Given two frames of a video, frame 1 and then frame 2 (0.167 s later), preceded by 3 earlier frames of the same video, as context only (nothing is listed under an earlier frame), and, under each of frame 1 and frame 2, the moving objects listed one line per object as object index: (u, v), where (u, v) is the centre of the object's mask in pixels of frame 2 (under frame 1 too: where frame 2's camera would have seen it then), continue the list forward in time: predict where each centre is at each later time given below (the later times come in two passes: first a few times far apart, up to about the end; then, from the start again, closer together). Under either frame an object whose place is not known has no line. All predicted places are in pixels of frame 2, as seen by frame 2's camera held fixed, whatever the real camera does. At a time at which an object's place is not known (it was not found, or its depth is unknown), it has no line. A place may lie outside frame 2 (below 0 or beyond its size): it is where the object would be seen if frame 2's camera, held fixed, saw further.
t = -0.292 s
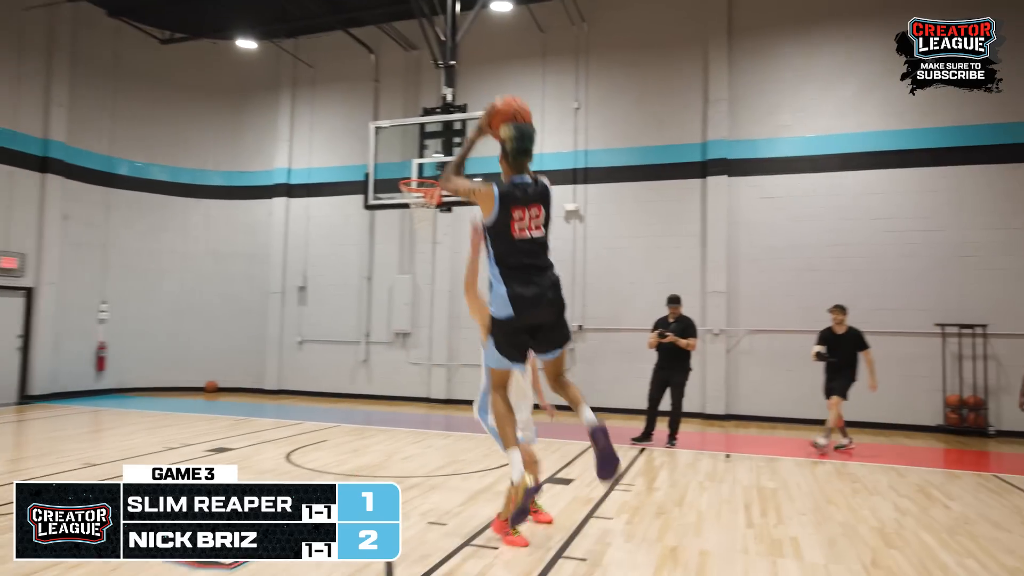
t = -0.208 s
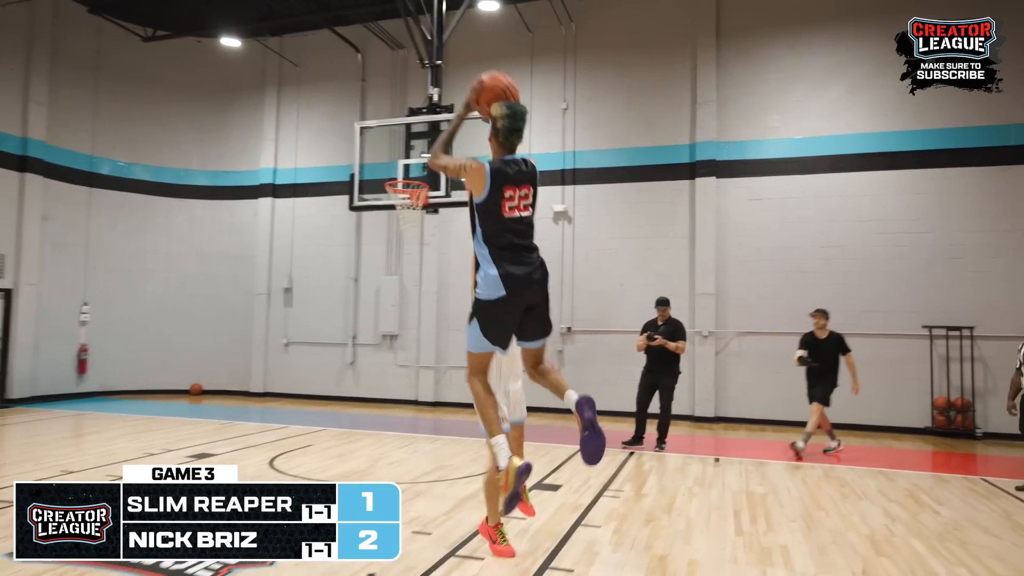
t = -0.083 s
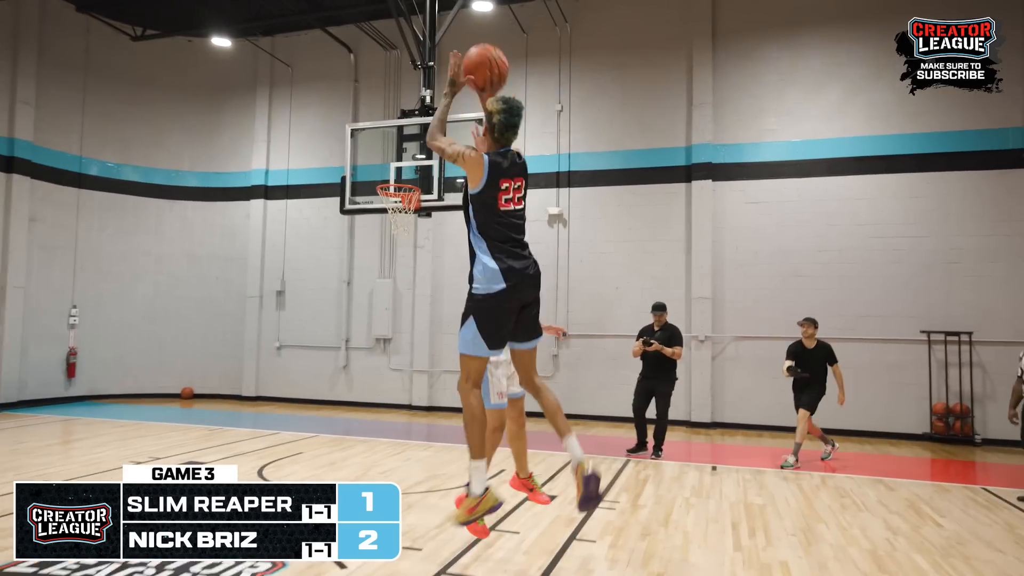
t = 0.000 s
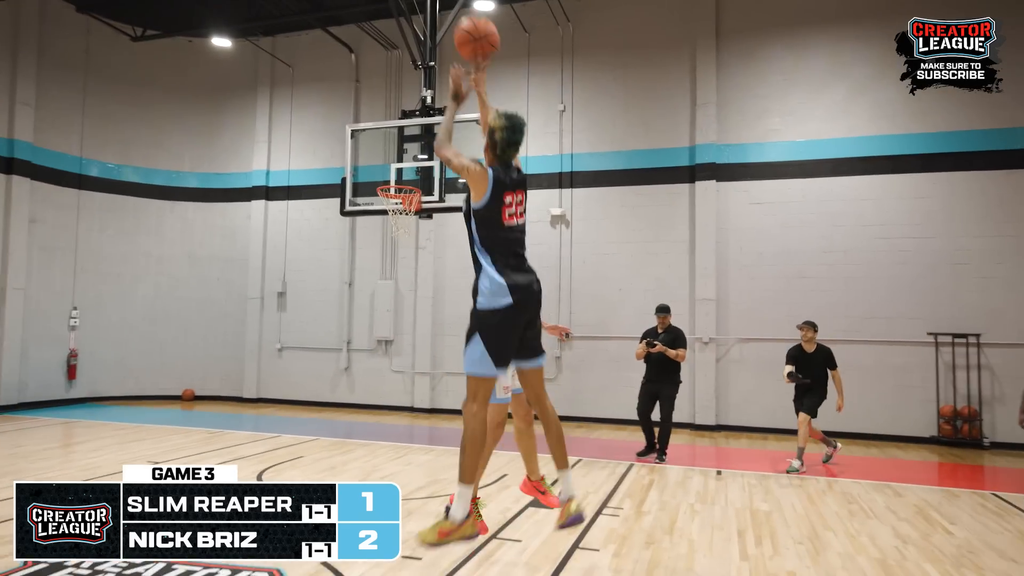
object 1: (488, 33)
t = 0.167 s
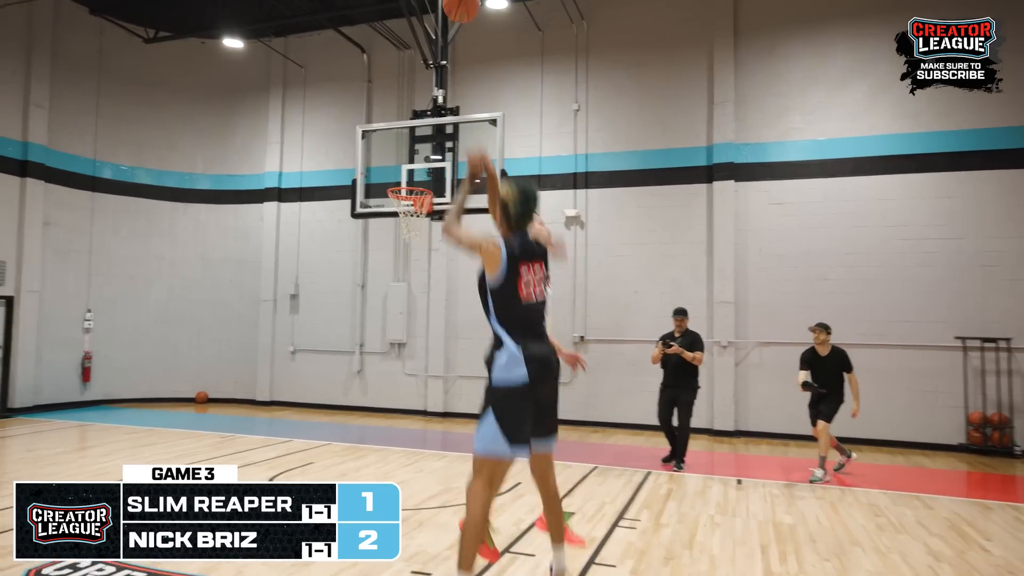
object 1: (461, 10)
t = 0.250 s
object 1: (451, 10)
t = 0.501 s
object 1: (430, 51)
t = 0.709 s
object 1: (417, 121)
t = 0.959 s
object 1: (387, 170)
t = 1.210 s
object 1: (328, 152)
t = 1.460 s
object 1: (266, 189)
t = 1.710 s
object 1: (200, 282)
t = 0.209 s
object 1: (456, 9)
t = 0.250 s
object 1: (451, 10)
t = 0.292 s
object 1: (447, 11)
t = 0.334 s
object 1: (443, 14)
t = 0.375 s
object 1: (439, 21)
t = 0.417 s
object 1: (435, 30)
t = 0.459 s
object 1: (432, 40)
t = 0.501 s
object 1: (430, 51)
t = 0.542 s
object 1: (427, 63)
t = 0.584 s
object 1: (424, 75)
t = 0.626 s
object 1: (422, 90)
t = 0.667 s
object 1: (420, 104)
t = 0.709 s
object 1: (417, 121)
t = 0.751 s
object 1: (415, 138)
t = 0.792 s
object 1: (413, 155)
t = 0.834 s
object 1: (411, 173)
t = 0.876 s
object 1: (406, 182)
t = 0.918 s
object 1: (397, 177)
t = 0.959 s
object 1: (387, 170)
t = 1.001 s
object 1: (377, 164)
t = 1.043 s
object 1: (368, 159)
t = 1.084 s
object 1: (359, 156)
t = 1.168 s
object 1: (339, 152)
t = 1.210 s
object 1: (328, 152)
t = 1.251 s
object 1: (318, 154)
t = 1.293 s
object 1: (308, 159)
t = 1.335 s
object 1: (298, 164)
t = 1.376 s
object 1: (288, 170)
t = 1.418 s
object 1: (277, 178)
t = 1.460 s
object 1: (266, 189)
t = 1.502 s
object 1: (256, 199)
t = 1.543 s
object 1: (245, 212)
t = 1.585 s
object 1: (234, 227)
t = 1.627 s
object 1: (223, 244)
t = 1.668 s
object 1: (212, 263)
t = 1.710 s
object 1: (200, 282)
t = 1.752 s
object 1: (189, 304)
